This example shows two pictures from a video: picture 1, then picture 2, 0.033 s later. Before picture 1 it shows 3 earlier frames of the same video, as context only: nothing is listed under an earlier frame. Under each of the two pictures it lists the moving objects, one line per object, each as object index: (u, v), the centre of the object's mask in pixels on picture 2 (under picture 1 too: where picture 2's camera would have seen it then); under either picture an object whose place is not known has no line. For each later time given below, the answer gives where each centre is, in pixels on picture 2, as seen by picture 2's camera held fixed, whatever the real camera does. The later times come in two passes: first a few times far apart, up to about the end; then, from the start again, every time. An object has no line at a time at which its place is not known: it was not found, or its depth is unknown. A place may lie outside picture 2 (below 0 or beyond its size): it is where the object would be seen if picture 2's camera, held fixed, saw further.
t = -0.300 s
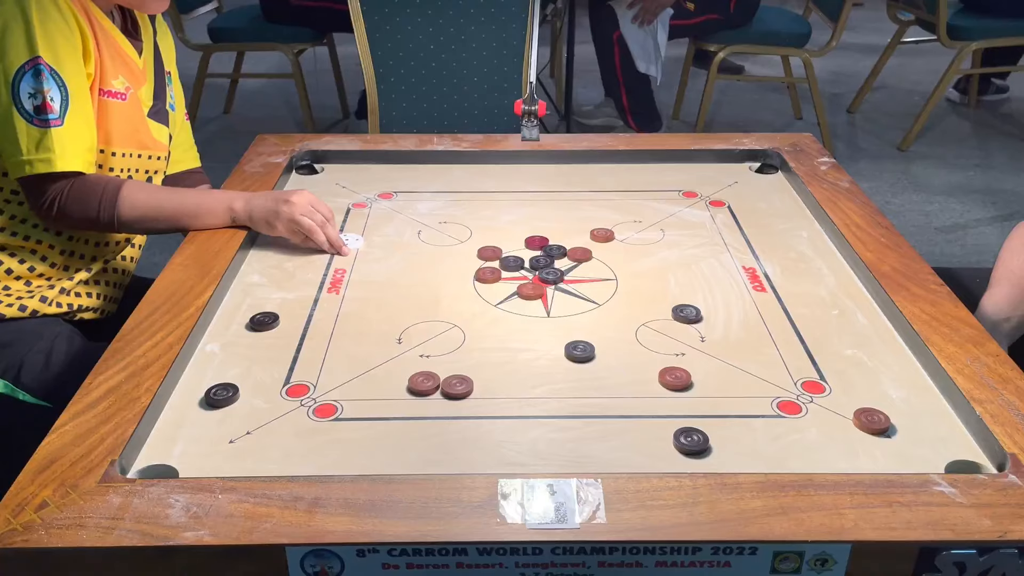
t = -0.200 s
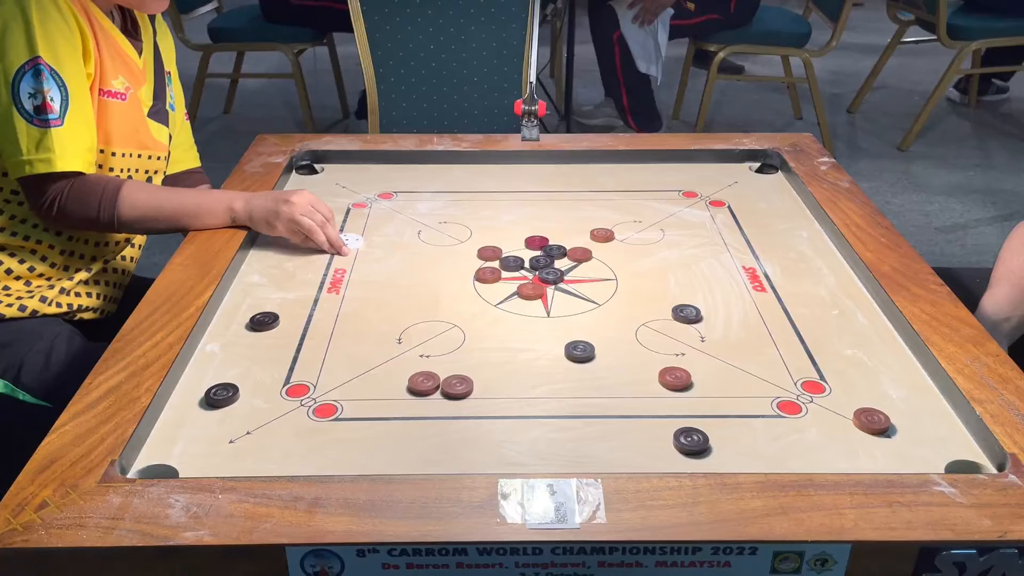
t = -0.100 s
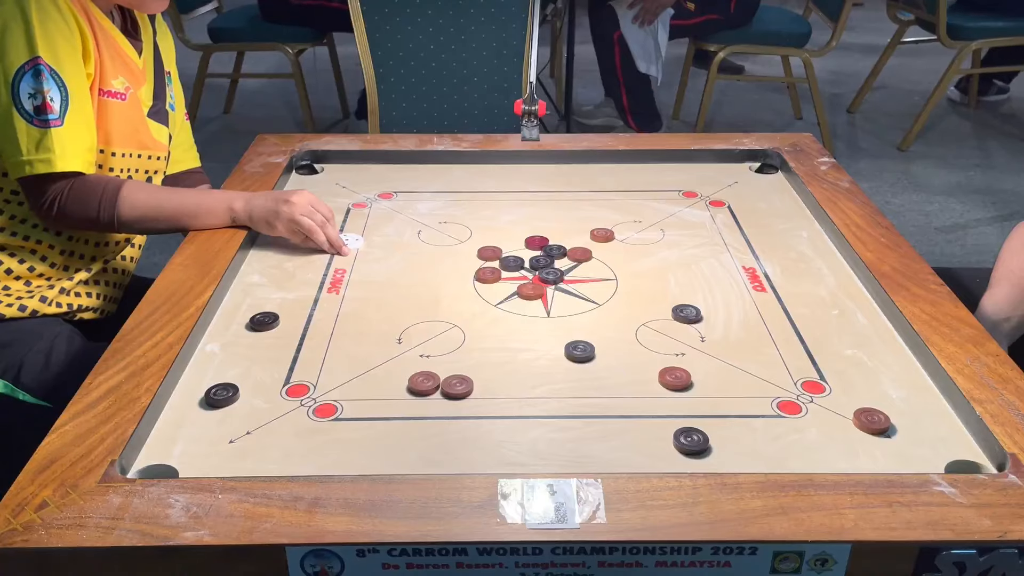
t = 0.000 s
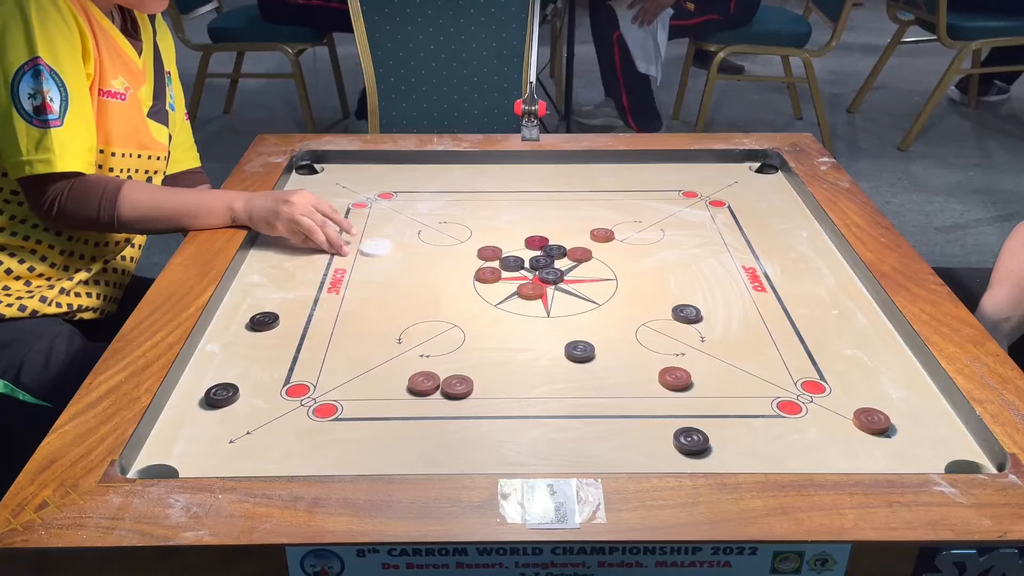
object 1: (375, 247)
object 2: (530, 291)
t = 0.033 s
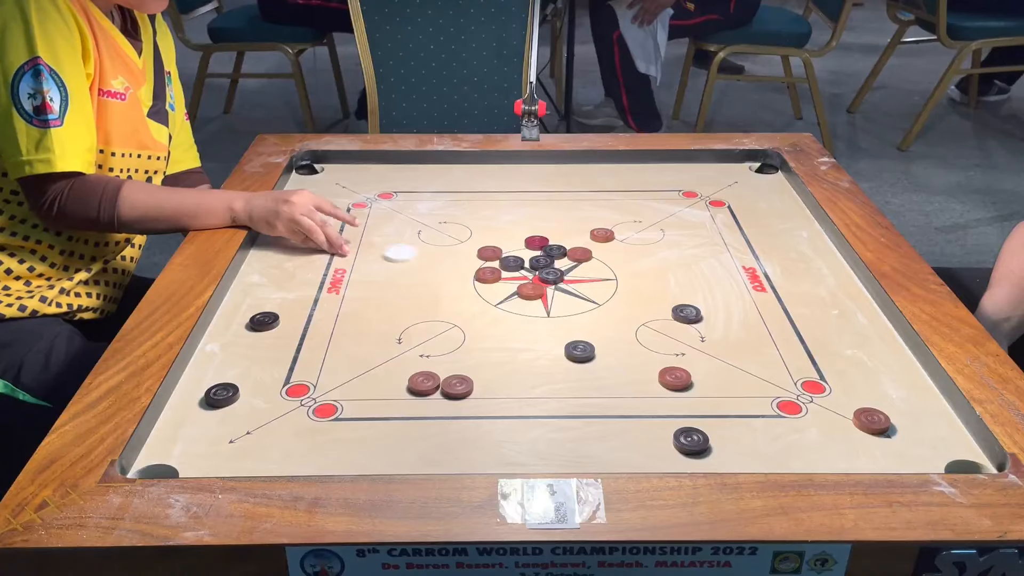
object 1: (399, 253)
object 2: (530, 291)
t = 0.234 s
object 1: (494, 274)
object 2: (586, 316)
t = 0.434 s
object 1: (507, 278)
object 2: (733, 382)
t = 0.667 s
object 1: (507, 278)
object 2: (906, 462)
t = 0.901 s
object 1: (508, 278)
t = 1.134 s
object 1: (508, 278)
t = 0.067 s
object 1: (422, 258)
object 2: (530, 291)
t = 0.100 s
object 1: (445, 263)
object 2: (530, 291)
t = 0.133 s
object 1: (465, 268)
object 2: (530, 291)
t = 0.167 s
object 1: (477, 270)
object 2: (539, 295)
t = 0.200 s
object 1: (487, 272)
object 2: (563, 306)
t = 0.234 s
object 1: (494, 274)
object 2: (586, 316)
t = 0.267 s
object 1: (499, 275)
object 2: (610, 327)
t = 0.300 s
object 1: (502, 277)
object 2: (634, 338)
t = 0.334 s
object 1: (504, 277)
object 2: (658, 349)
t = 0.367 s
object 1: (507, 278)
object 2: (683, 359)
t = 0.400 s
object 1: (507, 278)
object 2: (707, 371)
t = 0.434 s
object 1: (507, 278)
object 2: (733, 382)
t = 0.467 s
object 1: (507, 278)
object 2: (757, 394)
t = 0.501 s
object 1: (507, 278)
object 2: (783, 406)
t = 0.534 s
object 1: (507, 278)
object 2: (808, 418)
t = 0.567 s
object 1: (508, 278)
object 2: (833, 429)
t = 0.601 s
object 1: (508, 278)
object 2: (857, 441)
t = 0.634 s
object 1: (507, 278)
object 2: (882, 452)
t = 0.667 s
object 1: (507, 278)
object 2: (906, 462)
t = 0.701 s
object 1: (508, 278)
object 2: (928, 467)
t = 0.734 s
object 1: (508, 278)
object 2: (942, 467)
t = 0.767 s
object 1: (508, 278)
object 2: (950, 464)
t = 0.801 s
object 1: (508, 278)
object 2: (957, 461)
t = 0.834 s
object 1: (508, 278)
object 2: (963, 457)
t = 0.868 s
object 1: (508, 278)
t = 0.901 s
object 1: (508, 278)
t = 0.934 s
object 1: (508, 278)
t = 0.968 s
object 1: (508, 278)
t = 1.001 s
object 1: (508, 278)
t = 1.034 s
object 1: (508, 278)
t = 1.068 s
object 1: (508, 278)
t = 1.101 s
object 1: (508, 278)
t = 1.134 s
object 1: (508, 278)
